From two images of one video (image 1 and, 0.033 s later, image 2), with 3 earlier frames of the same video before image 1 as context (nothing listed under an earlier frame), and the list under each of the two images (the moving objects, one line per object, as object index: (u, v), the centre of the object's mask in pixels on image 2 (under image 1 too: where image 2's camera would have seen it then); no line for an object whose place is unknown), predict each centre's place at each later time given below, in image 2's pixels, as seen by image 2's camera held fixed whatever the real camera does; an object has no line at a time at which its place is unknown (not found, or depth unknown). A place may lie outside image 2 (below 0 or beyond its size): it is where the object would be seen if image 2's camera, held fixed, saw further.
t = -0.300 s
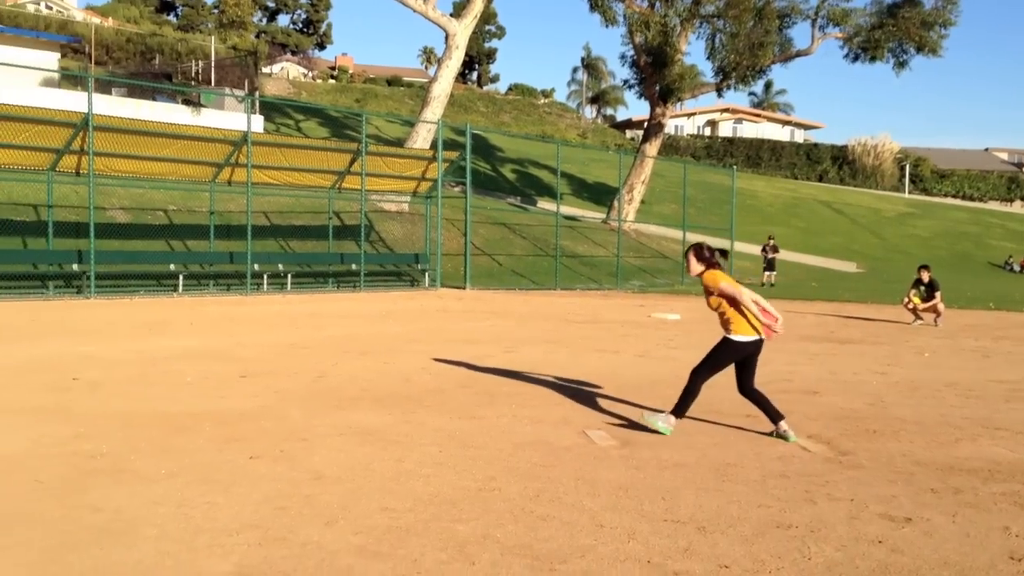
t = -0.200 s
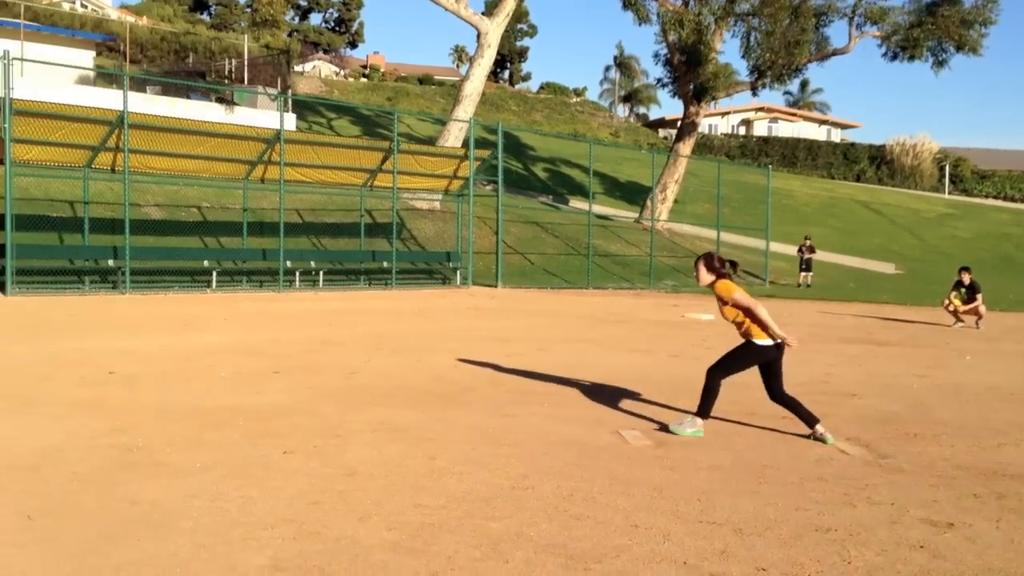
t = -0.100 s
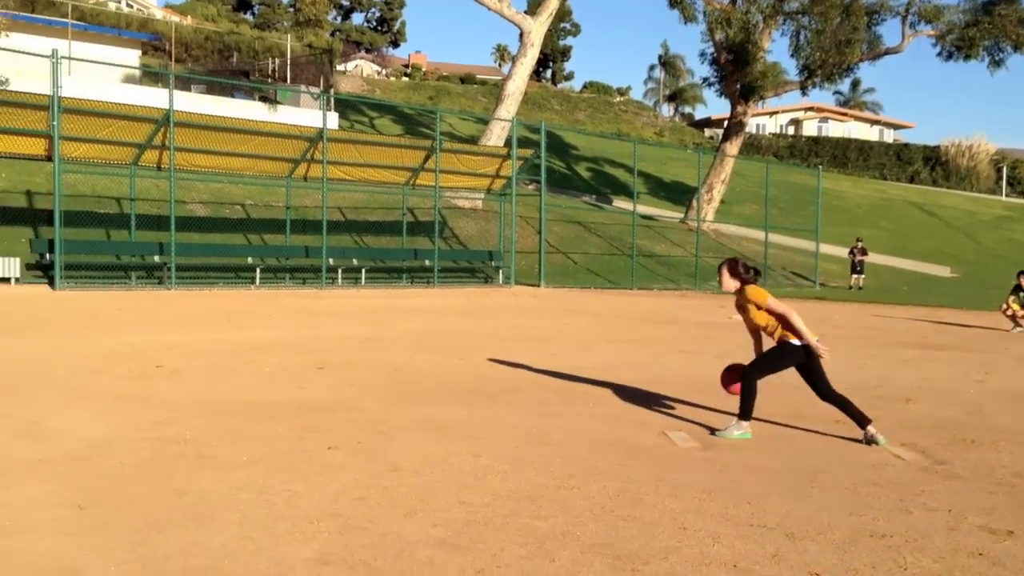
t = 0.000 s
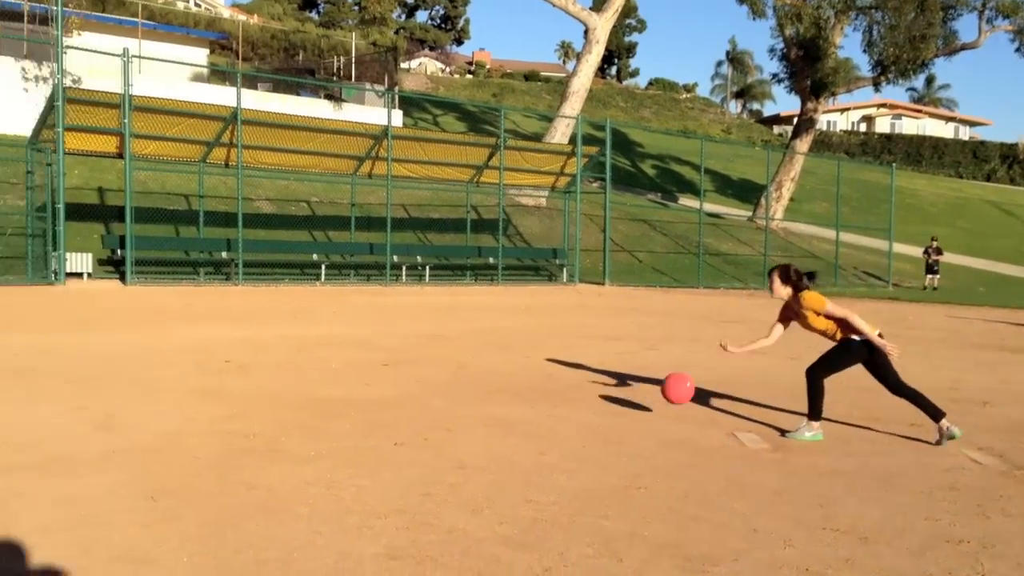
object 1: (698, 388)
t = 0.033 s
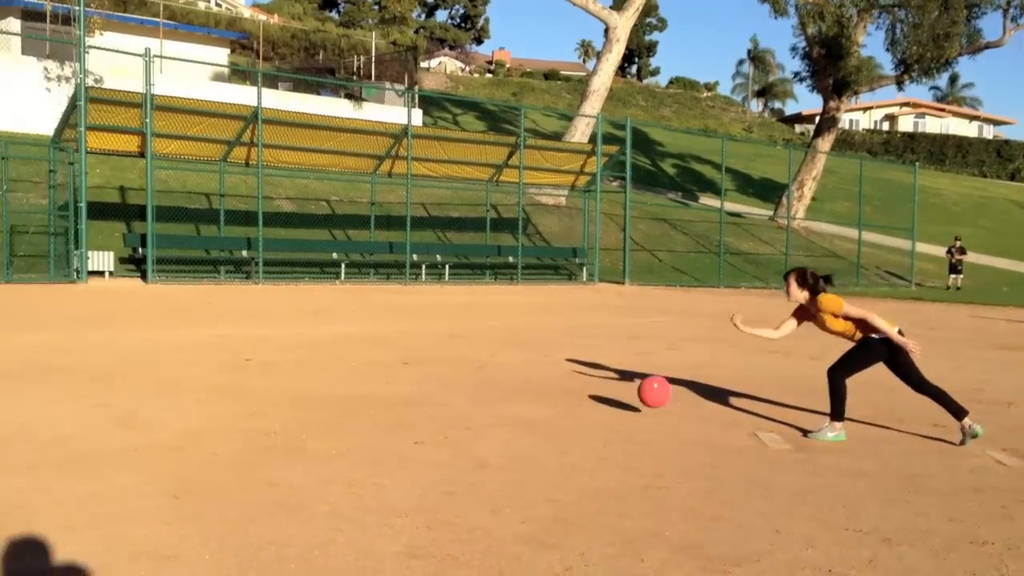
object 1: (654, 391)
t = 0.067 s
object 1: (611, 397)
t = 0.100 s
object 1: (572, 397)
